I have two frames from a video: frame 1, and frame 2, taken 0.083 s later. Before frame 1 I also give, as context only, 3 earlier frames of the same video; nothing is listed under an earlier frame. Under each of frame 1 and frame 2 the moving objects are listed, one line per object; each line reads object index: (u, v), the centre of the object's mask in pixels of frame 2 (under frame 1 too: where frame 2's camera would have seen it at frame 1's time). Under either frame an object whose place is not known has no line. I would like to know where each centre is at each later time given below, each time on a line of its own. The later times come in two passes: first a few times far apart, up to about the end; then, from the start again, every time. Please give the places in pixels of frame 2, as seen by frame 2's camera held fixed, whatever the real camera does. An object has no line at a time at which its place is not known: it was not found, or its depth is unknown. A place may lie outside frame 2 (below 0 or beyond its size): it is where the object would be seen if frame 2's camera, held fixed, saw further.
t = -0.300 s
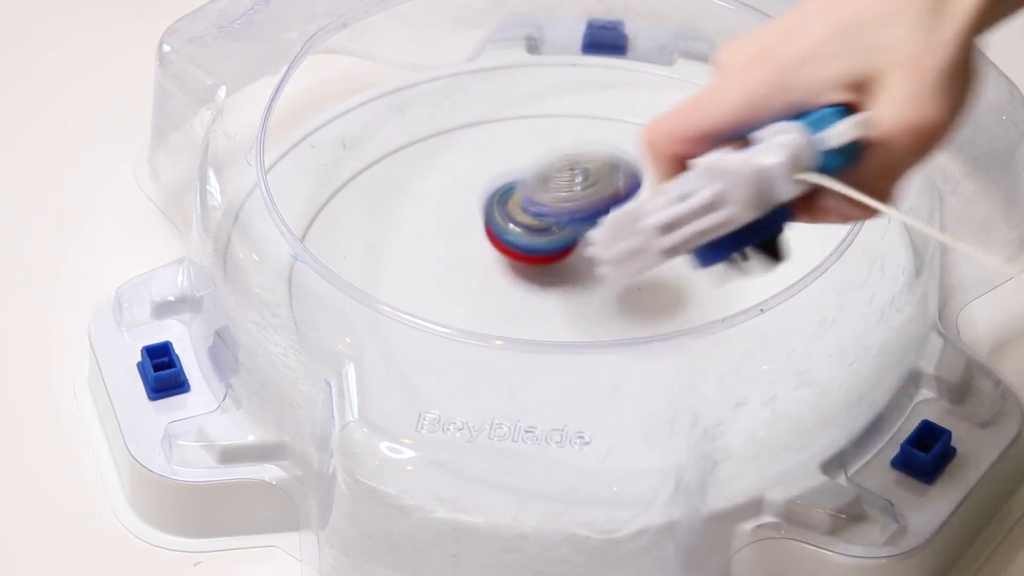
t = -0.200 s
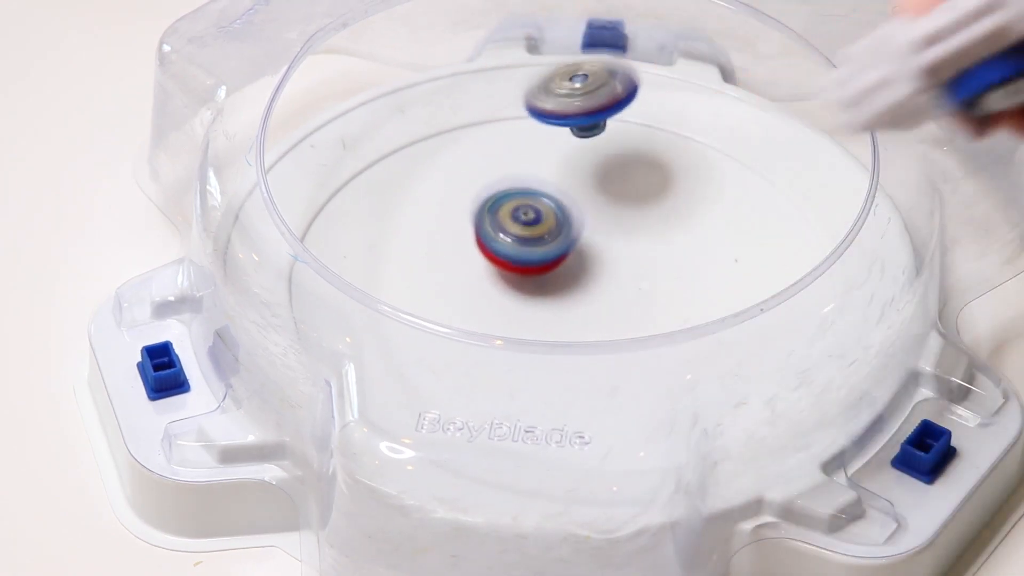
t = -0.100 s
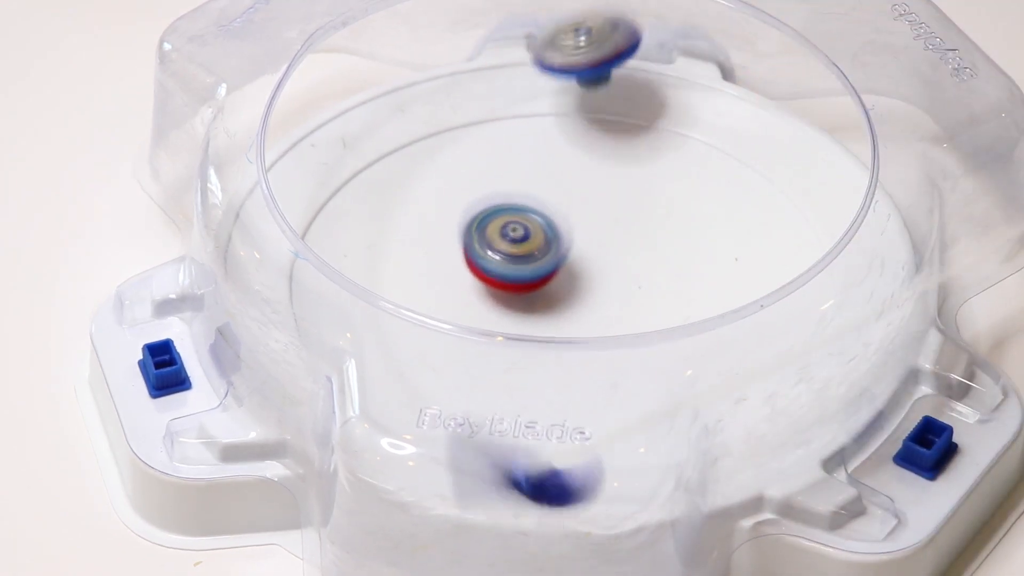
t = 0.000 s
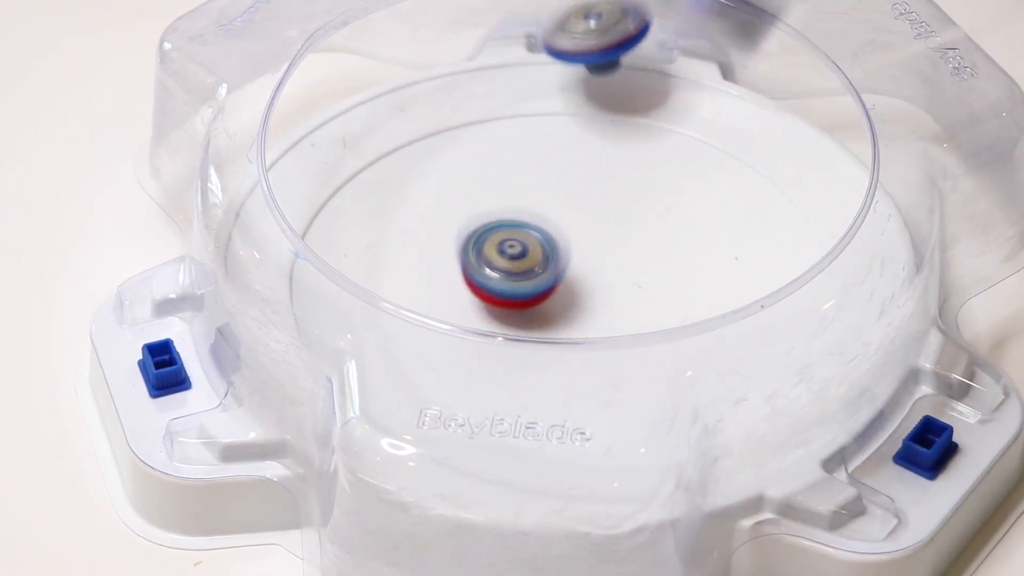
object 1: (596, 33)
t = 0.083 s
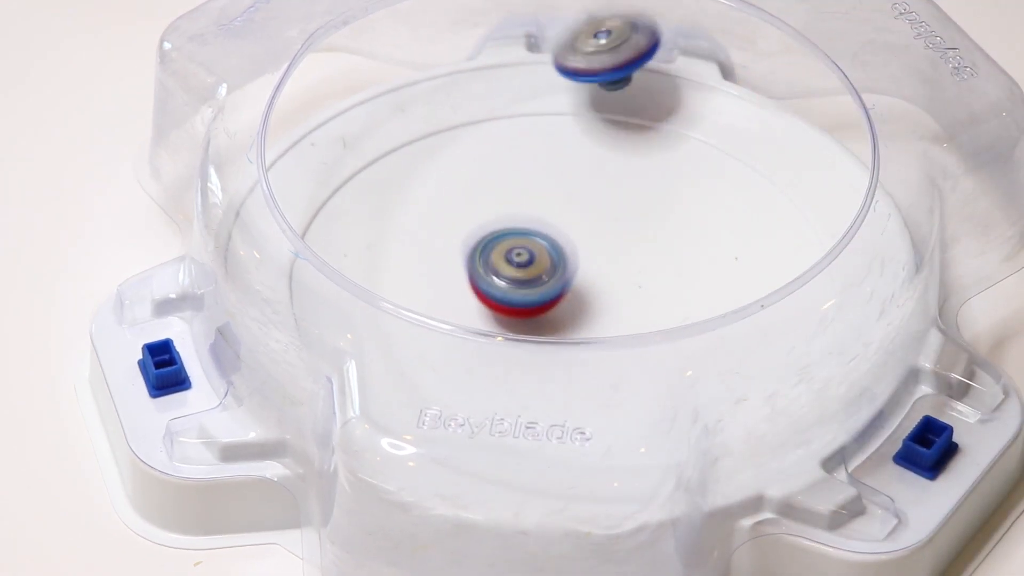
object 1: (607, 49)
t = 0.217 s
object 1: (624, 131)
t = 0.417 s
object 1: (706, 154)
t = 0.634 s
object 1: (750, 177)
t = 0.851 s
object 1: (665, 229)
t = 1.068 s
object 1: (610, 83)
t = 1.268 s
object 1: (562, 138)
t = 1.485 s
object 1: (512, 234)
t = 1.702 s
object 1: (447, 201)
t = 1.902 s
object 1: (416, 173)
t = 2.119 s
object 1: (440, 171)
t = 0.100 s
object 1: (610, 49)
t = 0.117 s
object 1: (612, 53)
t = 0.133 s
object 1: (616, 65)
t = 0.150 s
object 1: (619, 79)
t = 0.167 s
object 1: (619, 102)
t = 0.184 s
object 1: (621, 121)
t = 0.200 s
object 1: (623, 125)
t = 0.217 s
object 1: (624, 131)
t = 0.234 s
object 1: (625, 141)
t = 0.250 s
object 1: (625, 158)
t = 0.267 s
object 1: (627, 179)
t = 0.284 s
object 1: (630, 192)
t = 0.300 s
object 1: (641, 184)
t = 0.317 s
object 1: (651, 180)
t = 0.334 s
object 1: (662, 172)
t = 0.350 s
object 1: (672, 167)
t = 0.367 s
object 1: (681, 164)
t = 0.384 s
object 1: (690, 157)
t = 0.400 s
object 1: (698, 154)
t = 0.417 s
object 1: (706, 154)
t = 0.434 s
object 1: (712, 152)
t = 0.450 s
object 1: (719, 149)
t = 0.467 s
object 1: (725, 147)
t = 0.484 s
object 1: (731, 149)
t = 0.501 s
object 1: (735, 148)
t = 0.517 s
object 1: (739, 149)
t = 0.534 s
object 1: (743, 152)
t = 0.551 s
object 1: (746, 155)
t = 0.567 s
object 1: (747, 157)
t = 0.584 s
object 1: (749, 161)
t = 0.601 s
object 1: (749, 165)
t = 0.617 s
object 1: (750, 170)
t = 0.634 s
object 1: (750, 177)
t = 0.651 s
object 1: (748, 182)
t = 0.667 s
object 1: (746, 188)
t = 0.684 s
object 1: (743, 194)
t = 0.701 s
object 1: (739, 200)
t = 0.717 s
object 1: (734, 205)
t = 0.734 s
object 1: (730, 211)
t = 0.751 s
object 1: (722, 218)
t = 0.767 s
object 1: (714, 223)
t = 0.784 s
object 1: (705, 226)
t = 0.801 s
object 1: (695, 230)
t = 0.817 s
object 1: (684, 234)
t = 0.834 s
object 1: (673, 237)
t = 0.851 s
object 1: (665, 229)
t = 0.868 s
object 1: (660, 212)
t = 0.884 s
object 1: (654, 198)
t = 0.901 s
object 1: (648, 180)
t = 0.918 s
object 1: (643, 165)
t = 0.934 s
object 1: (640, 150)
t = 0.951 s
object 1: (636, 138)
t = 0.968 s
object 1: (632, 124)
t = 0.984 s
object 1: (629, 112)
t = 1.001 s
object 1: (625, 99)
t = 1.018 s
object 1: (623, 89)
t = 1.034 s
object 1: (618, 83)
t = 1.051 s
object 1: (614, 83)
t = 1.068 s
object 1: (610, 83)
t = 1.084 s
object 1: (605, 82)
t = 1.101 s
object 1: (602, 83)
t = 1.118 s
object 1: (596, 82)
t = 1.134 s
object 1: (593, 83)
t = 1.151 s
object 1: (589, 85)
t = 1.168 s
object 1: (584, 90)
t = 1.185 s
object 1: (580, 96)
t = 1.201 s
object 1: (576, 104)
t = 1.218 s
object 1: (573, 112)
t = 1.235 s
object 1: (568, 119)
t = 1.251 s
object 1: (565, 128)
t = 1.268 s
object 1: (562, 138)
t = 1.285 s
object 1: (558, 147)
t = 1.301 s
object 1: (554, 157)
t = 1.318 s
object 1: (550, 167)
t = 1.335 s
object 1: (548, 178)
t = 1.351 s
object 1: (543, 188)
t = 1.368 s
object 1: (539, 198)
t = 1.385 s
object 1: (535, 208)
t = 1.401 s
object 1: (531, 218)
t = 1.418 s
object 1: (527, 229)
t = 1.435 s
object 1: (521, 235)
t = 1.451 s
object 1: (518, 237)
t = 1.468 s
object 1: (515, 235)
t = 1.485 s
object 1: (512, 234)
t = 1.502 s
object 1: (507, 230)
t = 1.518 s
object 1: (503, 229)
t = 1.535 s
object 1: (499, 225)
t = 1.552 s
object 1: (494, 224)
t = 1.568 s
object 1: (489, 221)
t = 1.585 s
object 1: (484, 220)
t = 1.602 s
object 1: (478, 216)
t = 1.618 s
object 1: (473, 214)
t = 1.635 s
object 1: (468, 211)
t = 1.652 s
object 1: (462, 209)
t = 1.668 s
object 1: (457, 207)
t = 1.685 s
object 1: (452, 204)
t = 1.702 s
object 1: (447, 201)
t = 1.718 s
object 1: (442, 198)
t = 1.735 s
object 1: (439, 197)
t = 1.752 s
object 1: (434, 193)
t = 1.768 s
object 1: (430, 191)
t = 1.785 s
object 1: (427, 187)
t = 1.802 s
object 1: (424, 186)
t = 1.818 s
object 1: (422, 183)
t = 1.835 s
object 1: (420, 181)
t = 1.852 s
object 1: (418, 179)
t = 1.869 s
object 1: (417, 177)
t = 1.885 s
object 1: (416, 175)
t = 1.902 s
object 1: (416, 173)
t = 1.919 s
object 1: (416, 172)
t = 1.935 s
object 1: (416, 171)
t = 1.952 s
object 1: (418, 170)
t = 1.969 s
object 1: (418, 169)
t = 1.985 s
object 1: (421, 168)
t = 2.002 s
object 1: (422, 168)
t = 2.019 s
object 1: (424, 168)
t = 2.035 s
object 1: (427, 168)
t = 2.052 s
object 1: (429, 167)
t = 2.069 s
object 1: (432, 169)
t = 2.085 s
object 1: (435, 169)
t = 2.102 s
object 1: (437, 171)
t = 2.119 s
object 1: (440, 171)
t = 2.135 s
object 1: (443, 172)
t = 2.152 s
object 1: (446, 175)
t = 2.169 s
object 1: (449, 180)
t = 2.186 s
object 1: (452, 184)
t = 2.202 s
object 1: (454, 192)
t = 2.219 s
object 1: (457, 196)
